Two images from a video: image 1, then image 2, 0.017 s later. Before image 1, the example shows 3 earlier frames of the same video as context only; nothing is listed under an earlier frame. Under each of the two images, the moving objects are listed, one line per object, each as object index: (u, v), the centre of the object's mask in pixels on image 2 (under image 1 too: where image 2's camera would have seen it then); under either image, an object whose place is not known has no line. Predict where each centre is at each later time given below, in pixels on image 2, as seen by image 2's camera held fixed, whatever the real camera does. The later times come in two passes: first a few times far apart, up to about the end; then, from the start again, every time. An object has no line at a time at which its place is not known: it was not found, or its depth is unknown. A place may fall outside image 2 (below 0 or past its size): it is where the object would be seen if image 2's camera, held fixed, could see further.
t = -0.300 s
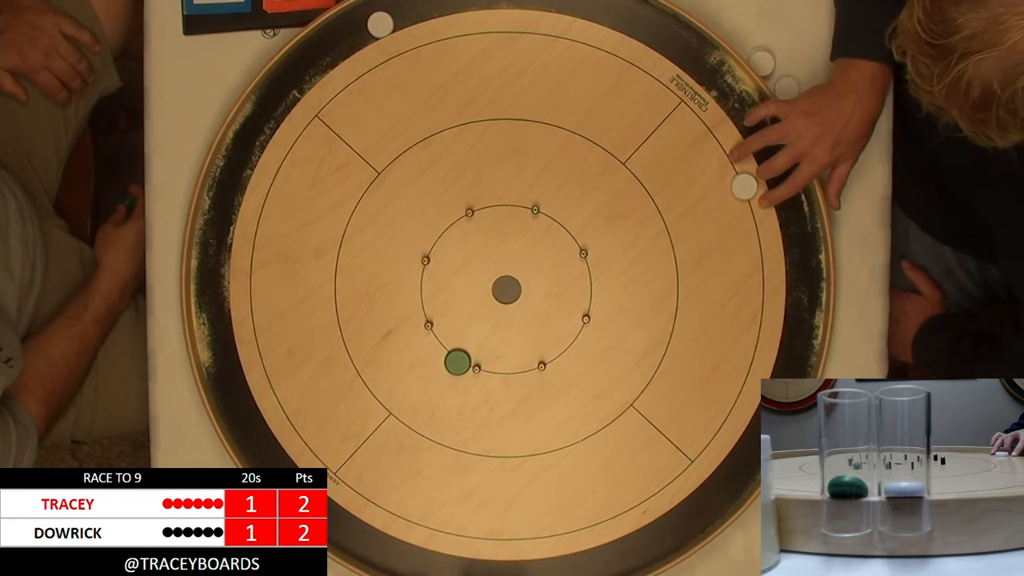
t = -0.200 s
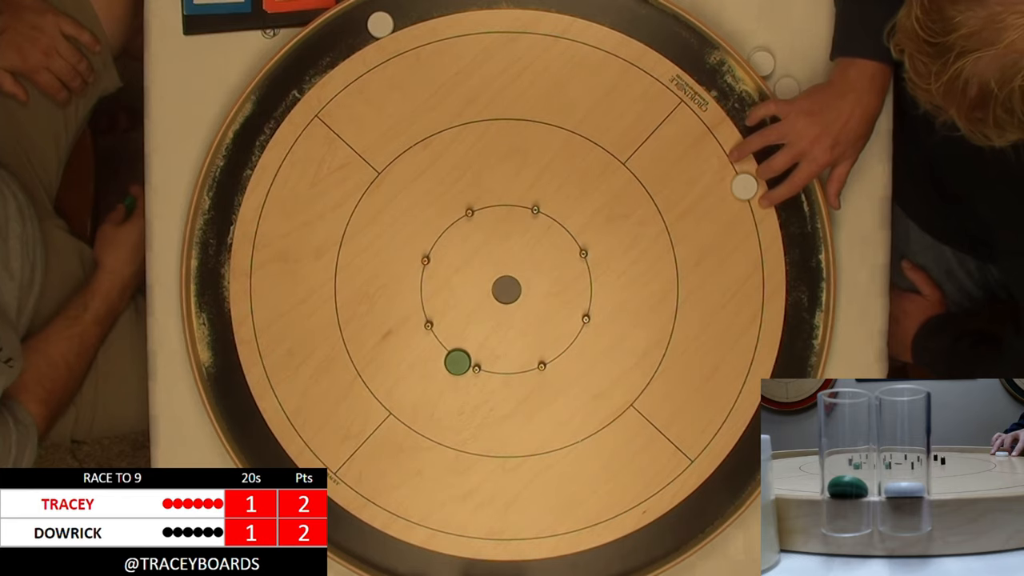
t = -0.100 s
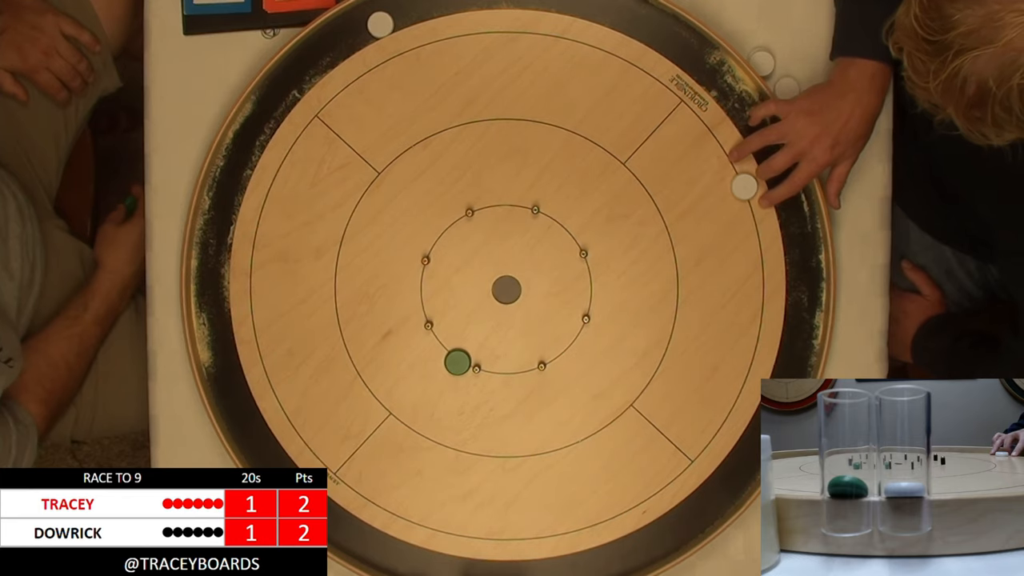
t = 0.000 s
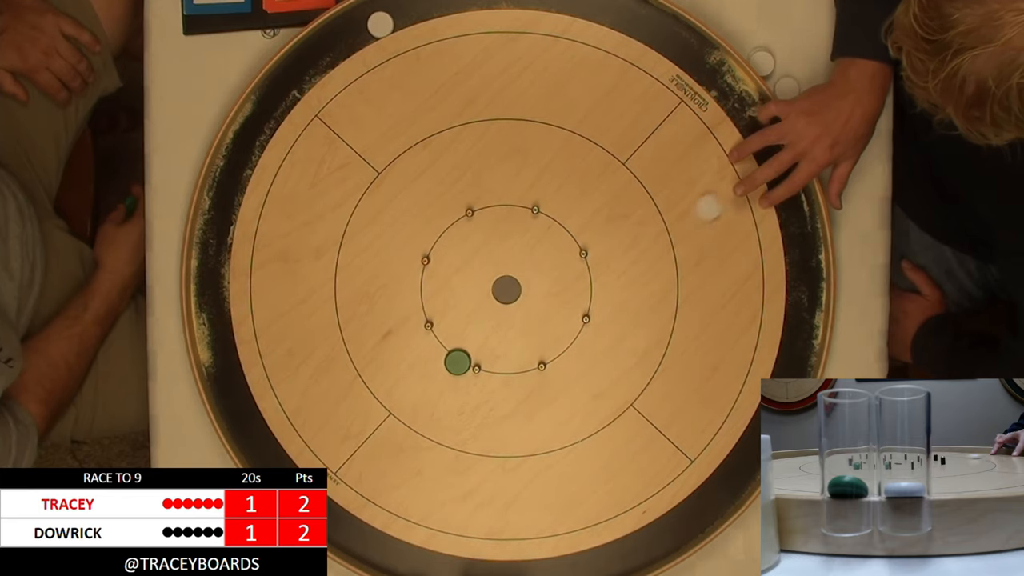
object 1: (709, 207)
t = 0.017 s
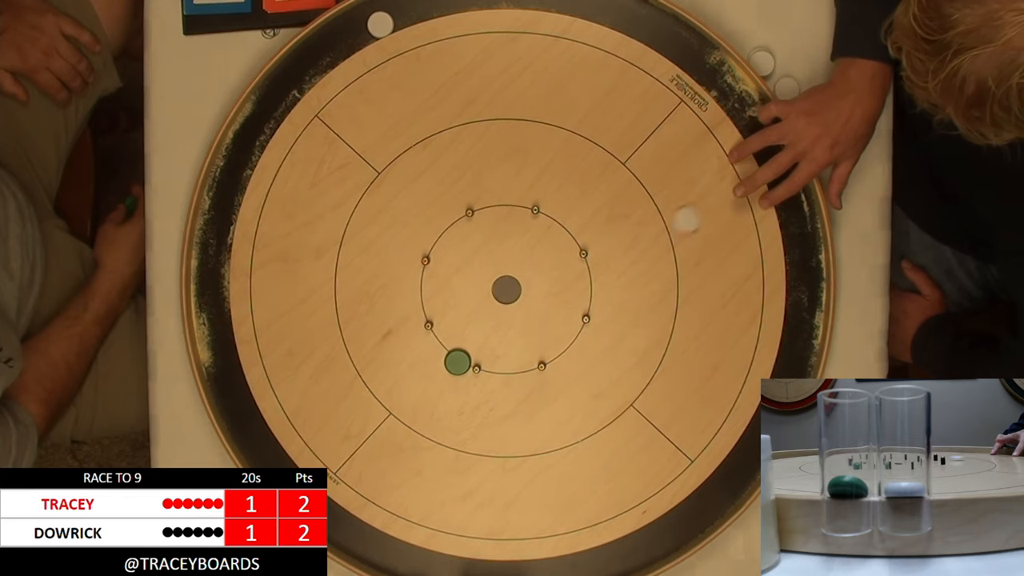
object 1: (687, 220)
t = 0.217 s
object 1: (459, 338)
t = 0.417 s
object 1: (497, 341)
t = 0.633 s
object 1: (543, 318)
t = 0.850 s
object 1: (570, 306)
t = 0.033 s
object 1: (665, 232)
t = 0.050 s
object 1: (643, 244)
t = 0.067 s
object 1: (621, 258)
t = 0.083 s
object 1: (600, 269)
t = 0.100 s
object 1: (579, 281)
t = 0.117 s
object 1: (558, 293)
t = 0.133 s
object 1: (538, 304)
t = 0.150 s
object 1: (517, 316)
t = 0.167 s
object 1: (498, 328)
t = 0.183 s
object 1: (478, 338)
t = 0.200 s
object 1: (467, 339)
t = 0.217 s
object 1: (459, 338)
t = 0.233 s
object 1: (452, 336)
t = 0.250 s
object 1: (444, 335)
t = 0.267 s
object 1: (449, 338)
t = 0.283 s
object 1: (455, 340)
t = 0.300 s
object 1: (461, 344)
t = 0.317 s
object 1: (467, 347)
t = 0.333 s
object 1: (473, 350)
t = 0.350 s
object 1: (479, 350)
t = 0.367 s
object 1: (483, 348)
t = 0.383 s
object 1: (488, 346)
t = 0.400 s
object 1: (493, 343)
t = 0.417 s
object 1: (497, 341)
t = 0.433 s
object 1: (502, 339)
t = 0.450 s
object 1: (506, 337)
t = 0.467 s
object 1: (510, 335)
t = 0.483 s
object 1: (515, 333)
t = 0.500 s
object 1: (518, 331)
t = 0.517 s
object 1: (522, 329)
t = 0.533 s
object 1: (525, 328)
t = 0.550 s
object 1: (529, 326)
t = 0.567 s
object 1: (532, 324)
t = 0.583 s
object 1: (535, 323)
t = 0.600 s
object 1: (538, 321)
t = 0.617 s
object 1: (541, 320)
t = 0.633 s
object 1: (543, 318)
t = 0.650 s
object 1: (546, 317)
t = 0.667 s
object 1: (548, 315)
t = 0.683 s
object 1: (551, 314)
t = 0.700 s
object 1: (553, 313)
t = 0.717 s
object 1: (555, 312)
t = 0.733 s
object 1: (558, 311)
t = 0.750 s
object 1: (560, 310)
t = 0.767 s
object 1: (561, 309)
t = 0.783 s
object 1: (563, 308)
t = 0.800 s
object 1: (565, 307)
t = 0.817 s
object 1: (567, 307)
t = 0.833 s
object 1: (568, 306)
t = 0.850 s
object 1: (570, 306)
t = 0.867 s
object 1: (571, 305)
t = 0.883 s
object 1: (572, 304)
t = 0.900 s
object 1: (573, 304)
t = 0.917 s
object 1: (574, 303)
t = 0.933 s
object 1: (575, 303)
